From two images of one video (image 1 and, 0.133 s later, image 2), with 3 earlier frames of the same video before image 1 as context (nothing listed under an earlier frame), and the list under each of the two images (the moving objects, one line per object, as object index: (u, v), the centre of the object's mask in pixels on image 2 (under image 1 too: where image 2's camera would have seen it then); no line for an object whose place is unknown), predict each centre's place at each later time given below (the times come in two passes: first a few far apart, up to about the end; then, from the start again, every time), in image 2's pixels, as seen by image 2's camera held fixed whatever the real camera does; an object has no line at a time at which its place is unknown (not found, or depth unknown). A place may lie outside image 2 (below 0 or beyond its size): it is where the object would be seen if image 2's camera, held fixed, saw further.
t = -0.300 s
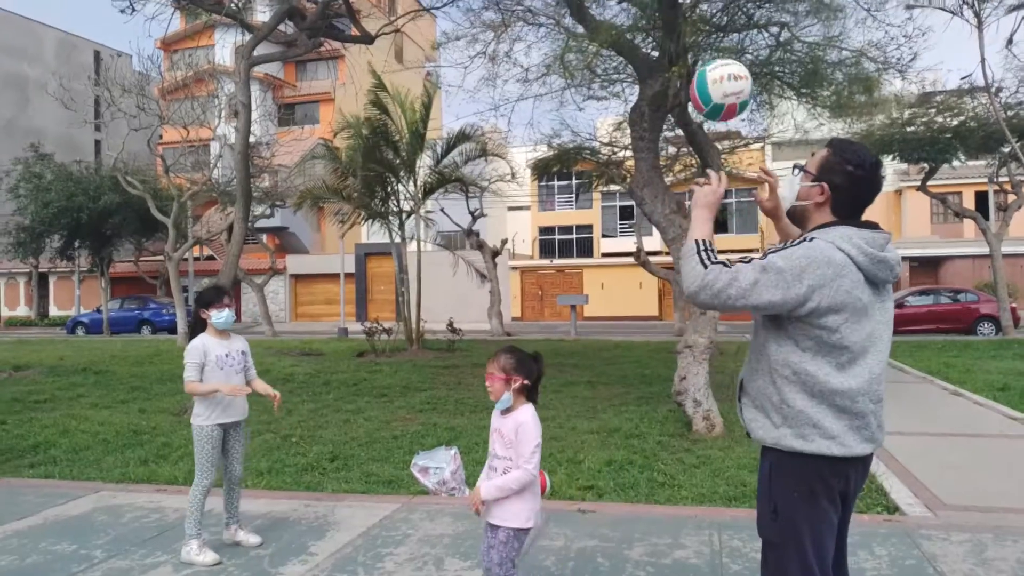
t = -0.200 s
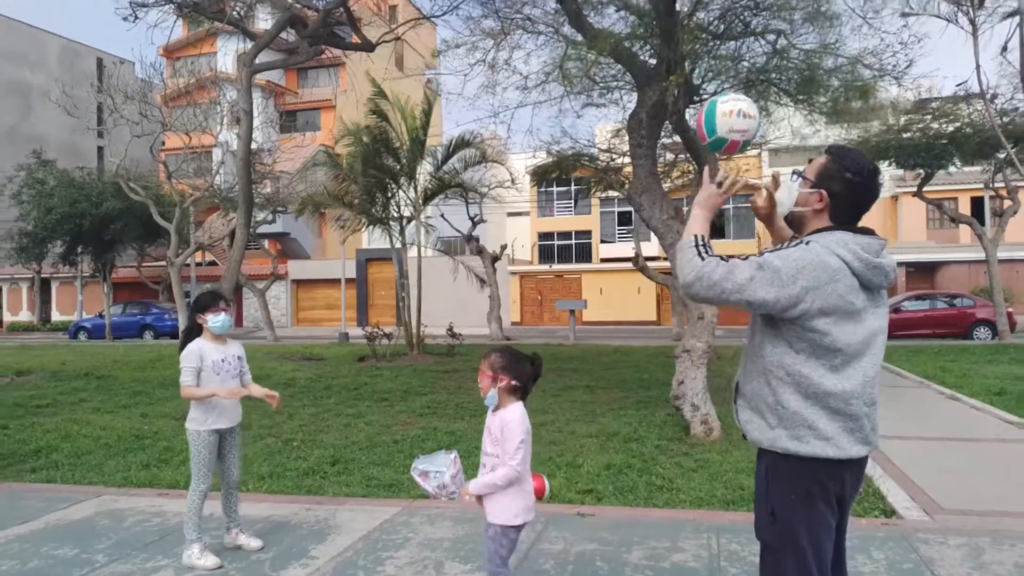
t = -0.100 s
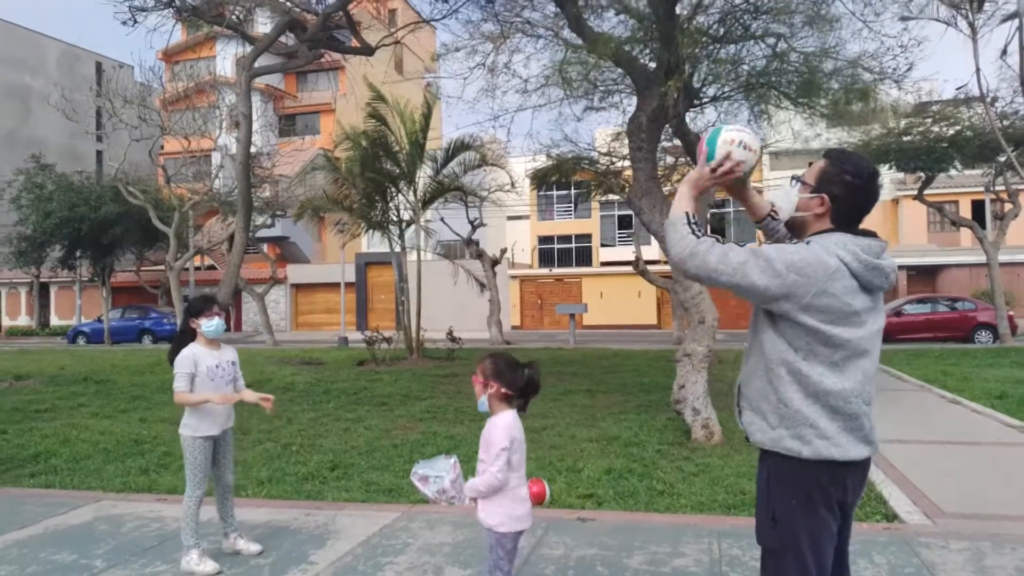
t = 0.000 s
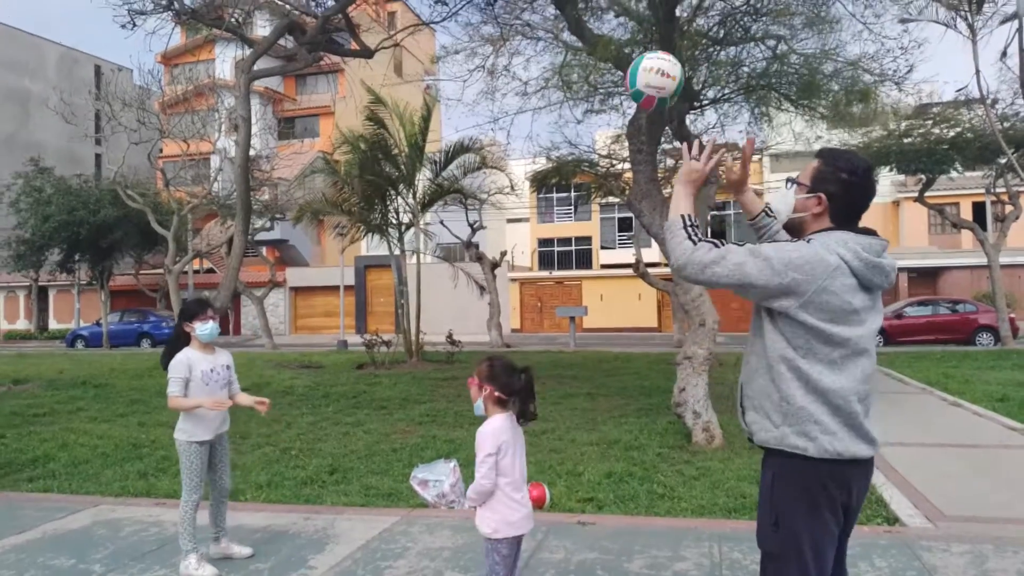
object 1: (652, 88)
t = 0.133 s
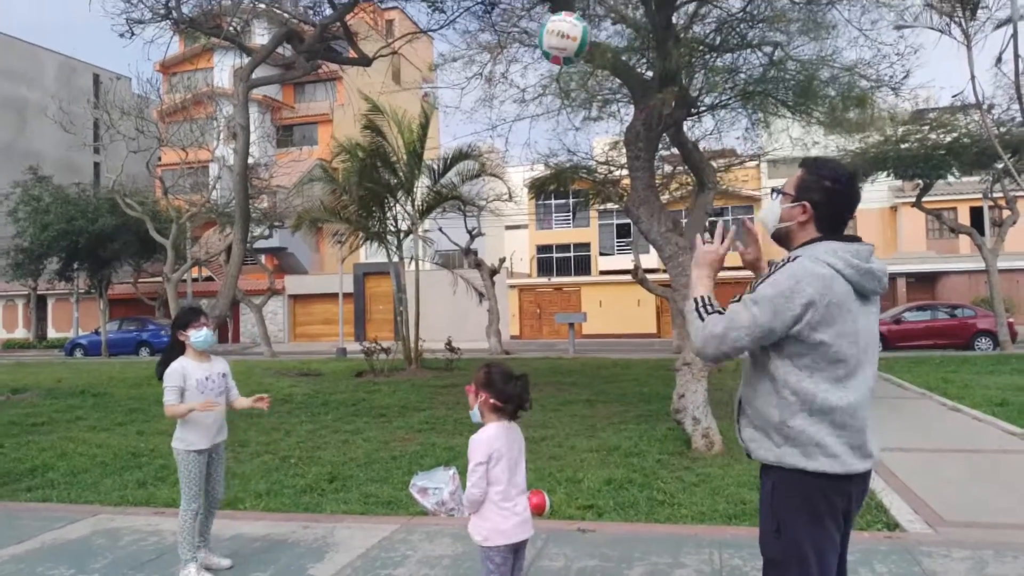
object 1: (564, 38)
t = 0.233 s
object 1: (509, 36)
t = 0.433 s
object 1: (417, 100)
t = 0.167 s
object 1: (545, 34)
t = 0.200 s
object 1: (526, 34)
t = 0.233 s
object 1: (509, 36)
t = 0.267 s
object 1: (492, 41)
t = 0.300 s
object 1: (476, 48)
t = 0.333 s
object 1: (459, 58)
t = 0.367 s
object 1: (444, 70)
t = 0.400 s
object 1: (430, 84)
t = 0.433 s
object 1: (417, 100)
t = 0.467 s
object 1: (402, 118)
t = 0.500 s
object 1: (388, 138)
